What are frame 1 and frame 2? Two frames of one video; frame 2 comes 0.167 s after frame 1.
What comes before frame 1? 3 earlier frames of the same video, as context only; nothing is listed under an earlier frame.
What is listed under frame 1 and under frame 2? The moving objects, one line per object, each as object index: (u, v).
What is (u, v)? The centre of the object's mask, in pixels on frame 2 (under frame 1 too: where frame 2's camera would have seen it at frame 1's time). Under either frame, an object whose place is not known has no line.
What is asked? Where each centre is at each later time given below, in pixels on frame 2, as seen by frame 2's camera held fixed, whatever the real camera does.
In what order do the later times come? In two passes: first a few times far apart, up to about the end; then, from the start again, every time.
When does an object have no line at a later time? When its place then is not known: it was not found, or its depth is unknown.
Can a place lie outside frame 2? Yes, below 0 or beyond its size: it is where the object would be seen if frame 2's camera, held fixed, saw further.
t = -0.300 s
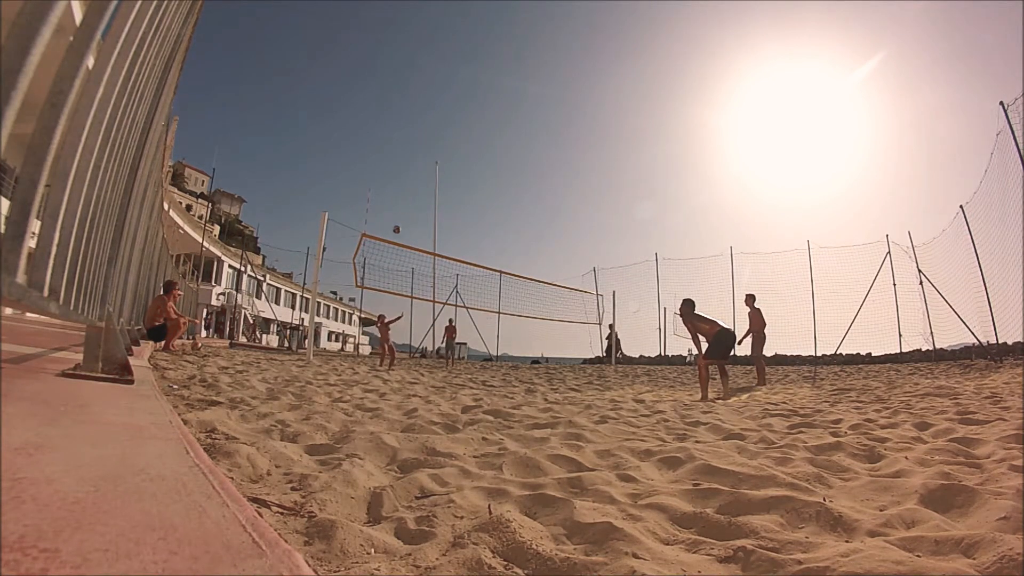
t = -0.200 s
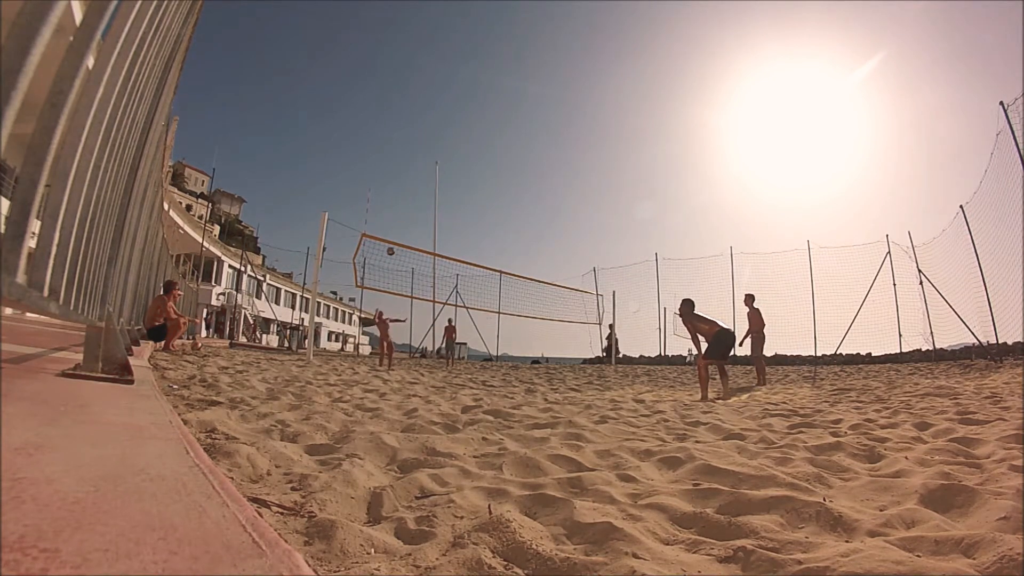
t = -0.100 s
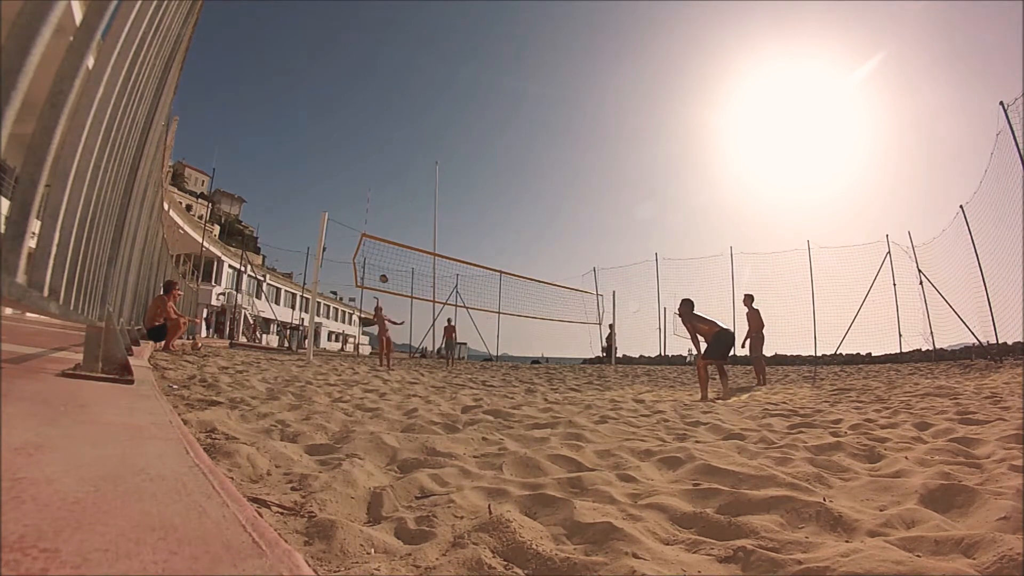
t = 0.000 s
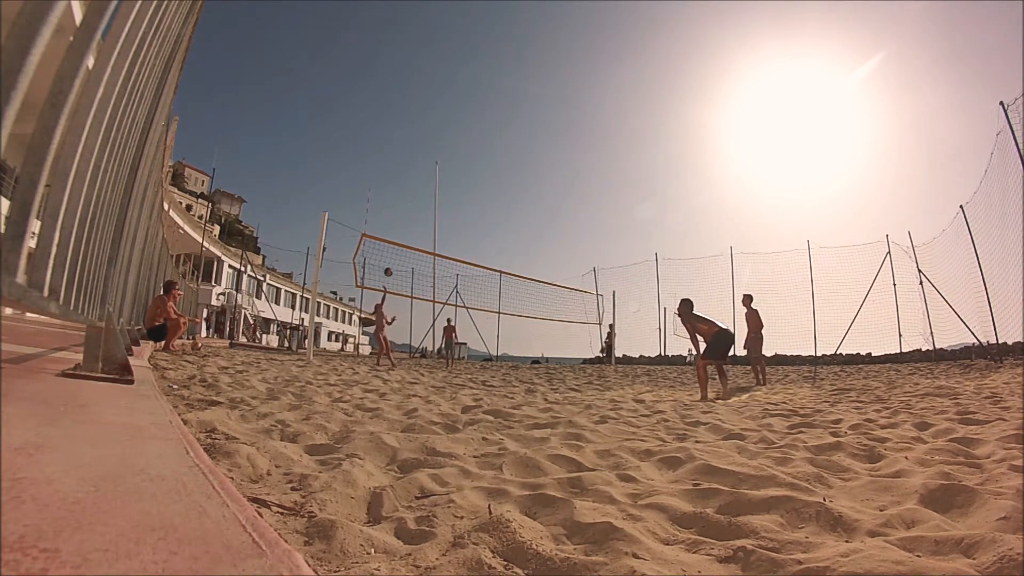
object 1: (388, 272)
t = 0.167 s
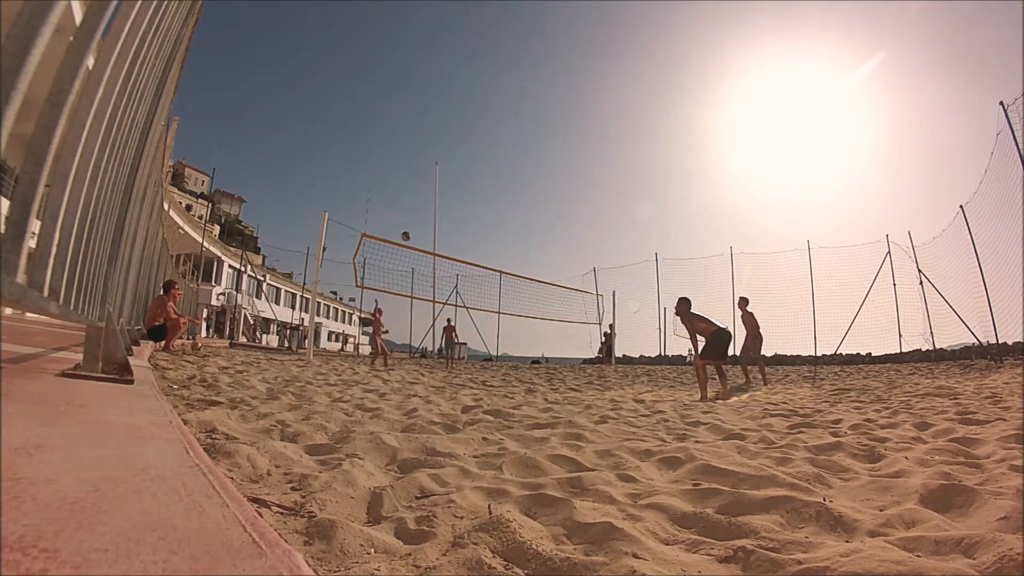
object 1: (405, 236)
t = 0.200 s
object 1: (409, 230)
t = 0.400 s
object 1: (432, 202)
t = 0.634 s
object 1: (461, 191)
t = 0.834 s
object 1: (490, 205)
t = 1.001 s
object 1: (519, 240)
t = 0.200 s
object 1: (409, 230)
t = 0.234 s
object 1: (413, 224)
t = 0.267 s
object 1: (417, 219)
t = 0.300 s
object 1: (420, 214)
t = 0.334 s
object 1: (424, 210)
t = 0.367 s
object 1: (428, 206)
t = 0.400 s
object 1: (432, 202)
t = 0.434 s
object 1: (436, 199)
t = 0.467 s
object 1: (440, 197)
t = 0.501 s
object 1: (445, 194)
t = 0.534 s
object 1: (449, 193)
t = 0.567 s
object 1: (453, 192)
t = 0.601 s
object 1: (457, 191)
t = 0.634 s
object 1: (461, 191)
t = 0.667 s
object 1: (466, 192)
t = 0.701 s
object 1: (471, 193)
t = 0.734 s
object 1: (475, 195)
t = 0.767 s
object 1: (480, 197)
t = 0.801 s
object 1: (485, 201)
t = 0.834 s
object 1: (490, 205)
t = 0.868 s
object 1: (496, 210)
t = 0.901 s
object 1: (501, 216)
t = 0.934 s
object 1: (507, 223)
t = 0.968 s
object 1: (513, 231)
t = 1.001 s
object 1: (519, 240)
